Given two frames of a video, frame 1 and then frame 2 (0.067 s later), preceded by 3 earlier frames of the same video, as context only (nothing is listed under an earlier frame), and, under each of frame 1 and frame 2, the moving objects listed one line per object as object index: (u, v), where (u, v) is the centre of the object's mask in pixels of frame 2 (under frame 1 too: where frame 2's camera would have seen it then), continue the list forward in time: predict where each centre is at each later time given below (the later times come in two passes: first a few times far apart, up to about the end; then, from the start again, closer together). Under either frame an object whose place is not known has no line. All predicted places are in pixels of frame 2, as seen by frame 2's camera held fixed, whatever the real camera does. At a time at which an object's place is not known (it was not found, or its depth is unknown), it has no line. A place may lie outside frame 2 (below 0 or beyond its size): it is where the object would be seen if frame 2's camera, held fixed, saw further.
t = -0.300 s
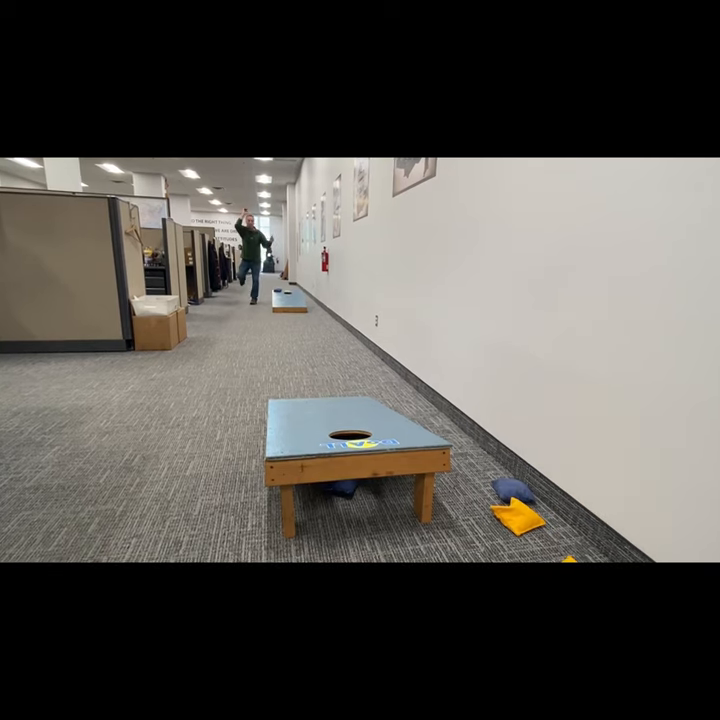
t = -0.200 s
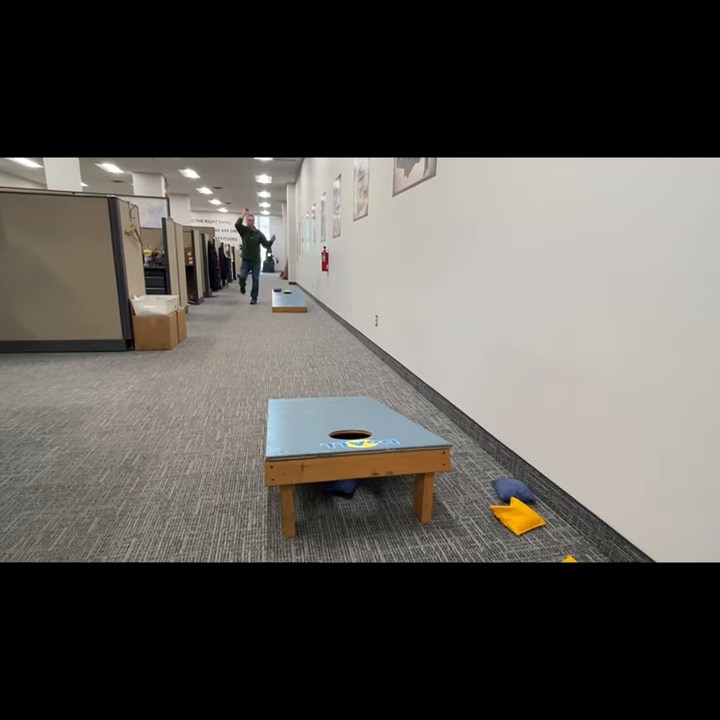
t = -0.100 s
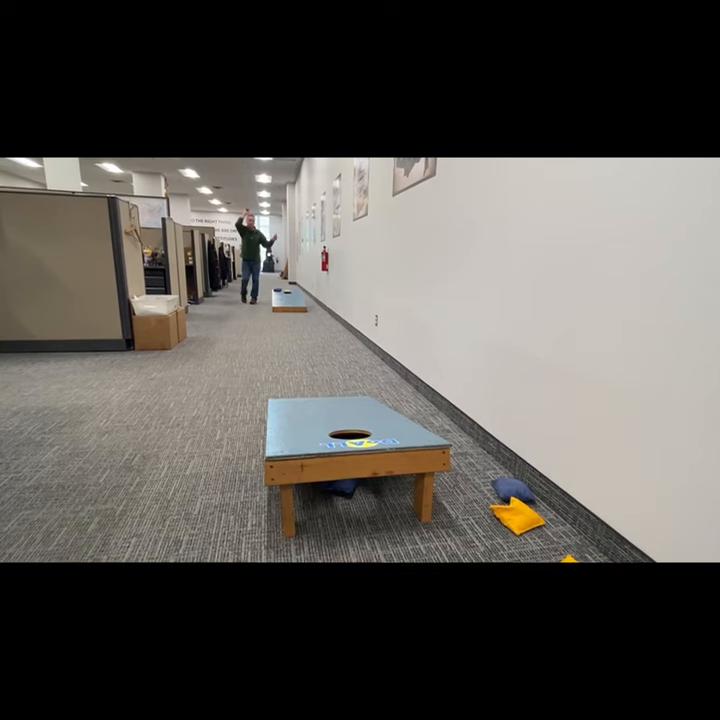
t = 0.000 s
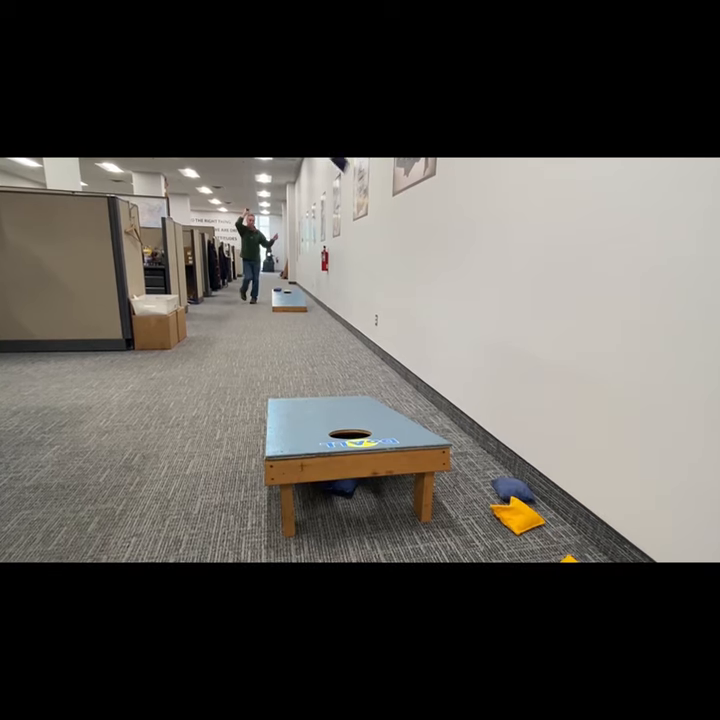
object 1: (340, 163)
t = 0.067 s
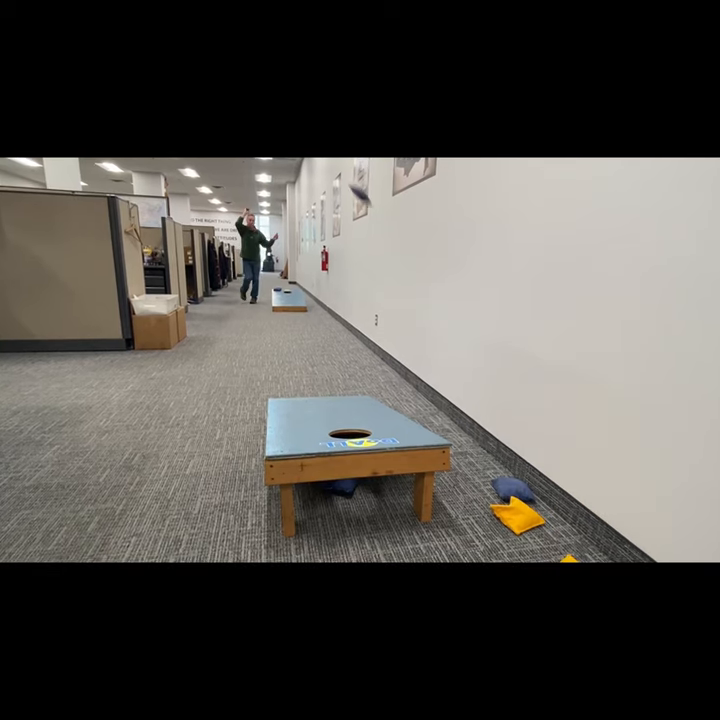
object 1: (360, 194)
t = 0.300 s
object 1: (482, 491)
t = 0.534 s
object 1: (544, 508)
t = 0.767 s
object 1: (576, 529)
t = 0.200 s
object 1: (417, 319)
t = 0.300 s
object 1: (482, 491)
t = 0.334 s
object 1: (509, 490)
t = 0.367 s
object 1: (514, 490)
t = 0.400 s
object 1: (519, 490)
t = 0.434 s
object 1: (522, 491)
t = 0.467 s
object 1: (535, 497)
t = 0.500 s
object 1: (541, 503)
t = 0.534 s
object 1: (544, 508)
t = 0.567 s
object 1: (548, 509)
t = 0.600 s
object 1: (554, 511)
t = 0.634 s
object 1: (559, 514)
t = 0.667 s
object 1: (564, 517)
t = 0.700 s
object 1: (569, 520)
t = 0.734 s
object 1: (574, 524)
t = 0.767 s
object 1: (576, 529)
